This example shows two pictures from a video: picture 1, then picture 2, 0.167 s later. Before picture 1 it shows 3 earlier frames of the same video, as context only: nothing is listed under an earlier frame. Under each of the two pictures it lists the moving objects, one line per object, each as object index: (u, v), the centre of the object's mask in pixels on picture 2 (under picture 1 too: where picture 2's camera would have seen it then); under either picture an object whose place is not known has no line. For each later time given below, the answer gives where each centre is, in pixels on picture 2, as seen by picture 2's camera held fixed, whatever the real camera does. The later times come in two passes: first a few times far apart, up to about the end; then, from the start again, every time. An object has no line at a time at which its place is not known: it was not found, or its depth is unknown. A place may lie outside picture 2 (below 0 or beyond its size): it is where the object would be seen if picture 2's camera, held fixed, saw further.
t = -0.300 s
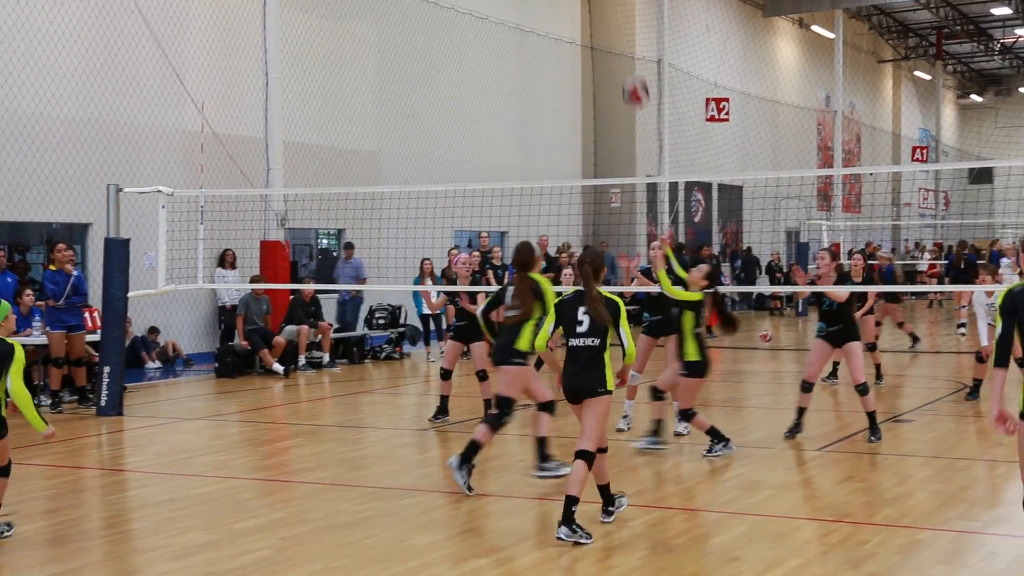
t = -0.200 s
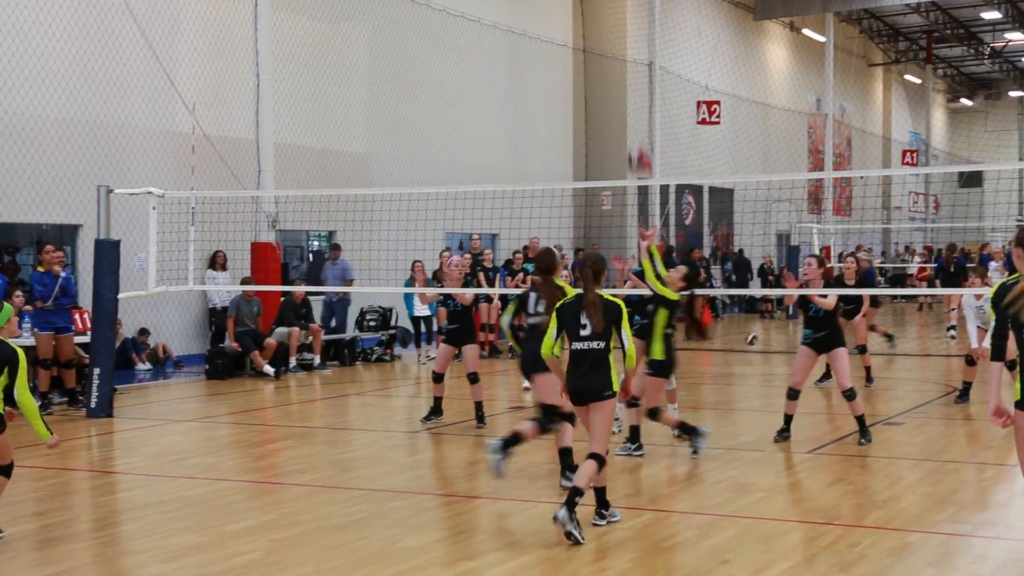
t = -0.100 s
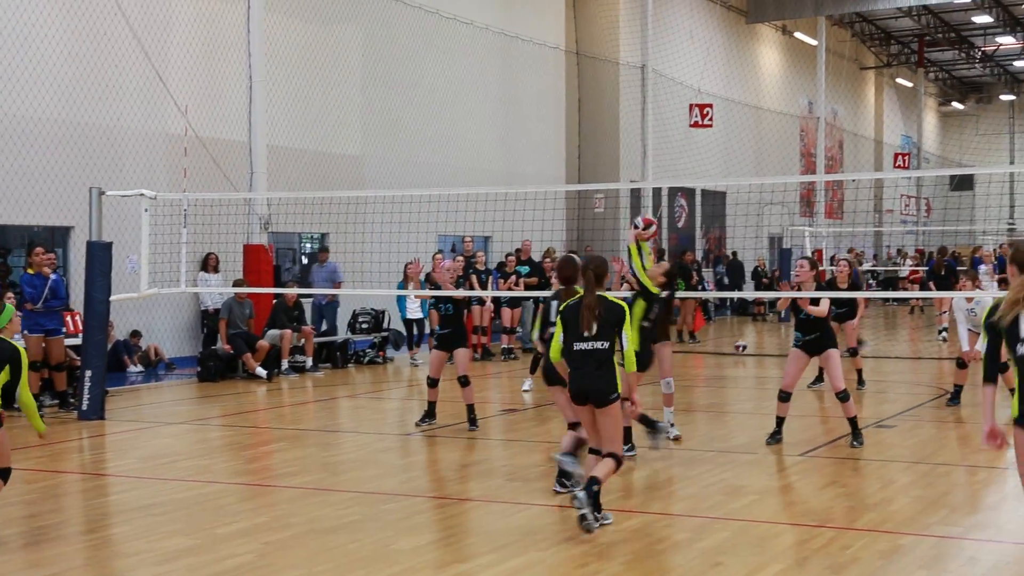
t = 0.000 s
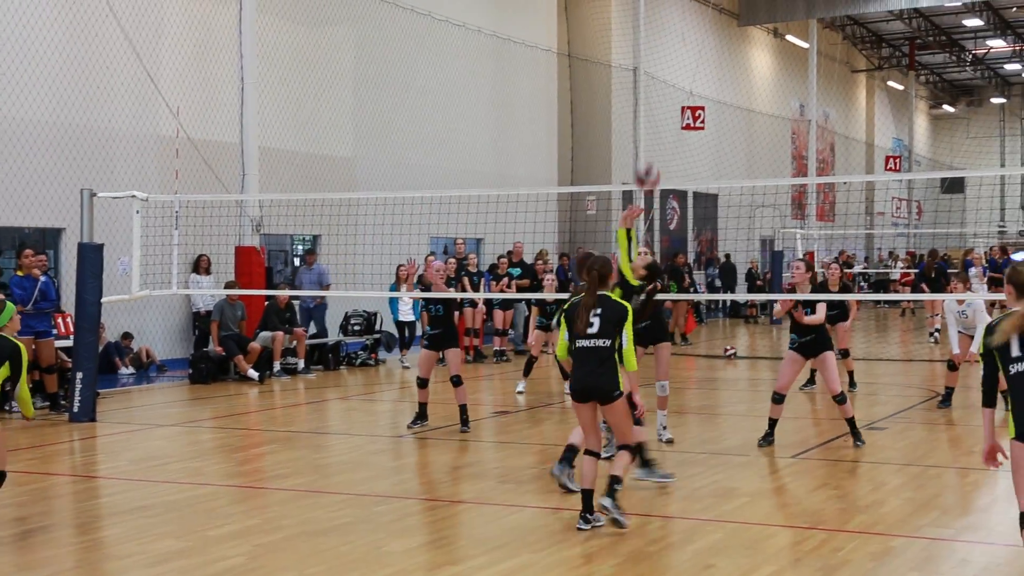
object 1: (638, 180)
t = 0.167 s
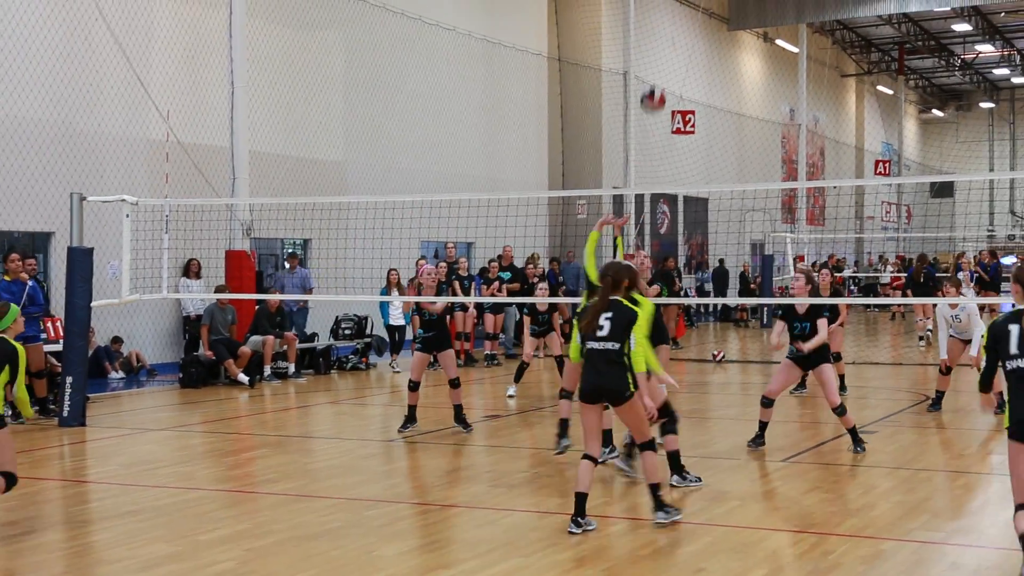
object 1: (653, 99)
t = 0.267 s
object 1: (663, 67)
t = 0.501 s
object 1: (684, 36)
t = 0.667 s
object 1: (698, 55)
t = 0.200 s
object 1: (656, 87)
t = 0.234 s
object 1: (660, 76)
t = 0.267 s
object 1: (663, 67)
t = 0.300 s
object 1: (666, 58)
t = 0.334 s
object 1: (669, 51)
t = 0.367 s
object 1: (672, 45)
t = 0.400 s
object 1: (675, 41)
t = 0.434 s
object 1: (678, 38)
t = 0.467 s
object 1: (681, 36)
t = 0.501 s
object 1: (684, 36)
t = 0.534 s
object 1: (687, 37)
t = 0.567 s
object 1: (690, 39)
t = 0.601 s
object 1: (692, 44)
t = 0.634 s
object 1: (695, 49)
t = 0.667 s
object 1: (698, 55)
